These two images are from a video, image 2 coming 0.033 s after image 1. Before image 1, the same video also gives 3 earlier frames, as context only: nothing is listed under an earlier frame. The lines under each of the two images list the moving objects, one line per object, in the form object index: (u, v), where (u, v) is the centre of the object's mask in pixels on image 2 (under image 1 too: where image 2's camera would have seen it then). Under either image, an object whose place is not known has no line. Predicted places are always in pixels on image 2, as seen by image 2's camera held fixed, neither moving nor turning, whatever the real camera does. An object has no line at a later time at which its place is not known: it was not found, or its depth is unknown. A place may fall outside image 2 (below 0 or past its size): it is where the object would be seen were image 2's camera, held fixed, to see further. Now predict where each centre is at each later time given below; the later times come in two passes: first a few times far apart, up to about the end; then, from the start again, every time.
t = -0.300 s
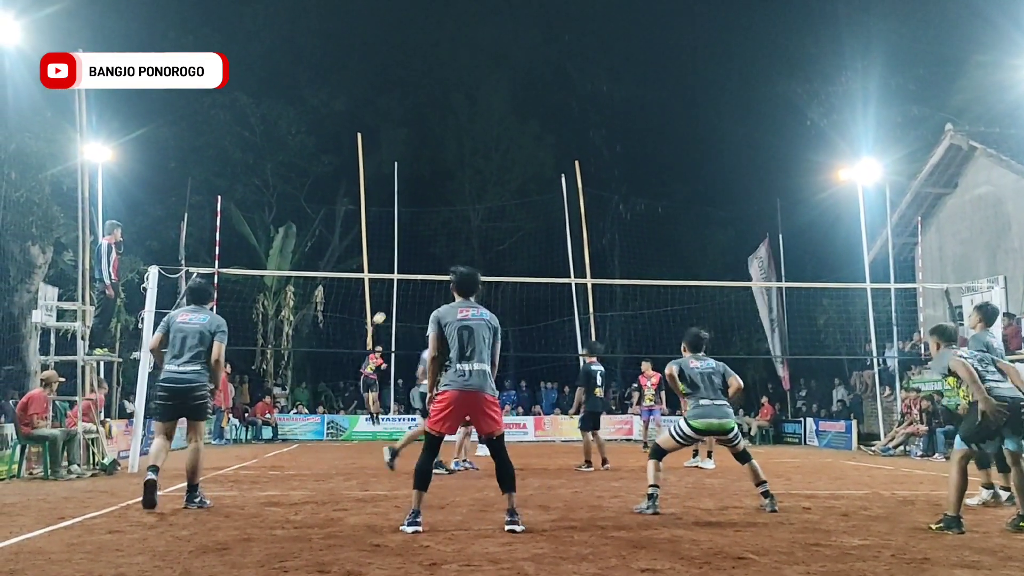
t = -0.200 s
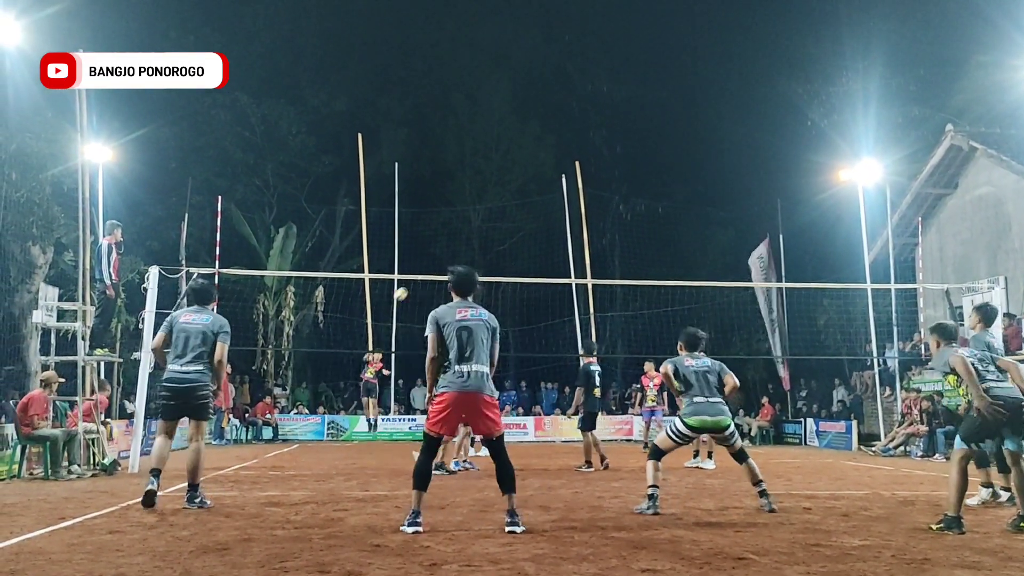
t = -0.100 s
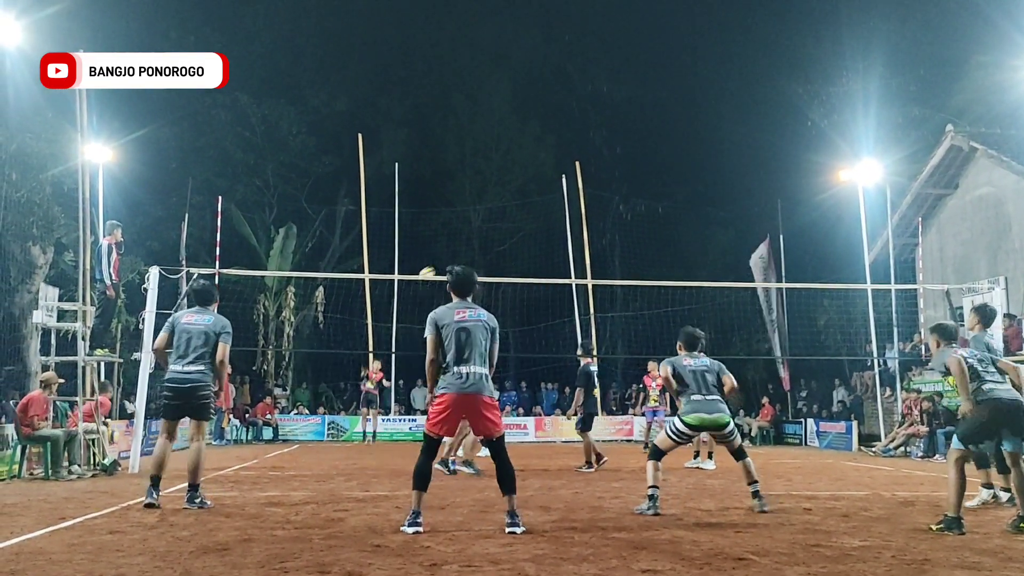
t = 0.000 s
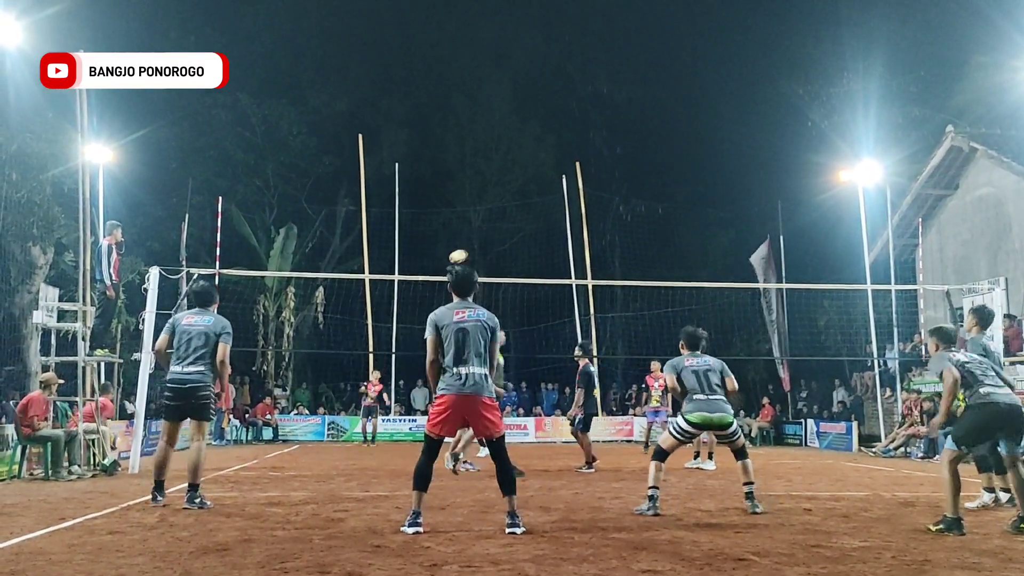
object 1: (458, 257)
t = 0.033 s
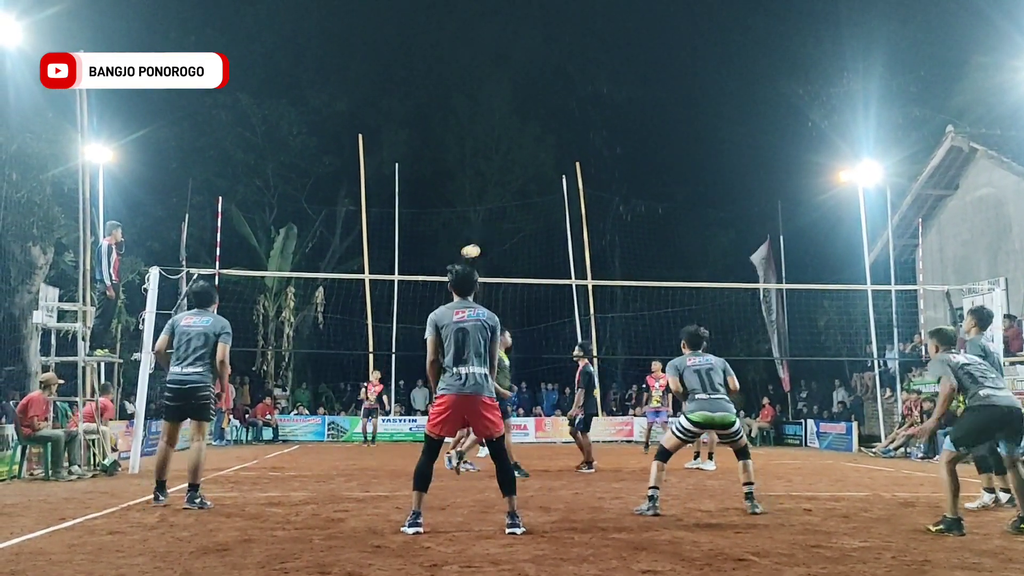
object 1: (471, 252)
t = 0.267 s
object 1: (581, 239)
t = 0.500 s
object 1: (752, 289)
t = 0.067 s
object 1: (483, 247)
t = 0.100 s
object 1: (496, 244)
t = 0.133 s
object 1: (511, 241)
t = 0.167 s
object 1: (527, 239)
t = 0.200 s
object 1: (543, 239)
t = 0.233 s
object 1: (561, 238)
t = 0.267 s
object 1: (581, 239)
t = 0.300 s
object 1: (599, 241)
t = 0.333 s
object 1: (621, 245)
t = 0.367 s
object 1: (644, 251)
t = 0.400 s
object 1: (668, 257)
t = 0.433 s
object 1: (696, 266)
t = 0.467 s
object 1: (723, 275)
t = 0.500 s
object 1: (752, 289)
